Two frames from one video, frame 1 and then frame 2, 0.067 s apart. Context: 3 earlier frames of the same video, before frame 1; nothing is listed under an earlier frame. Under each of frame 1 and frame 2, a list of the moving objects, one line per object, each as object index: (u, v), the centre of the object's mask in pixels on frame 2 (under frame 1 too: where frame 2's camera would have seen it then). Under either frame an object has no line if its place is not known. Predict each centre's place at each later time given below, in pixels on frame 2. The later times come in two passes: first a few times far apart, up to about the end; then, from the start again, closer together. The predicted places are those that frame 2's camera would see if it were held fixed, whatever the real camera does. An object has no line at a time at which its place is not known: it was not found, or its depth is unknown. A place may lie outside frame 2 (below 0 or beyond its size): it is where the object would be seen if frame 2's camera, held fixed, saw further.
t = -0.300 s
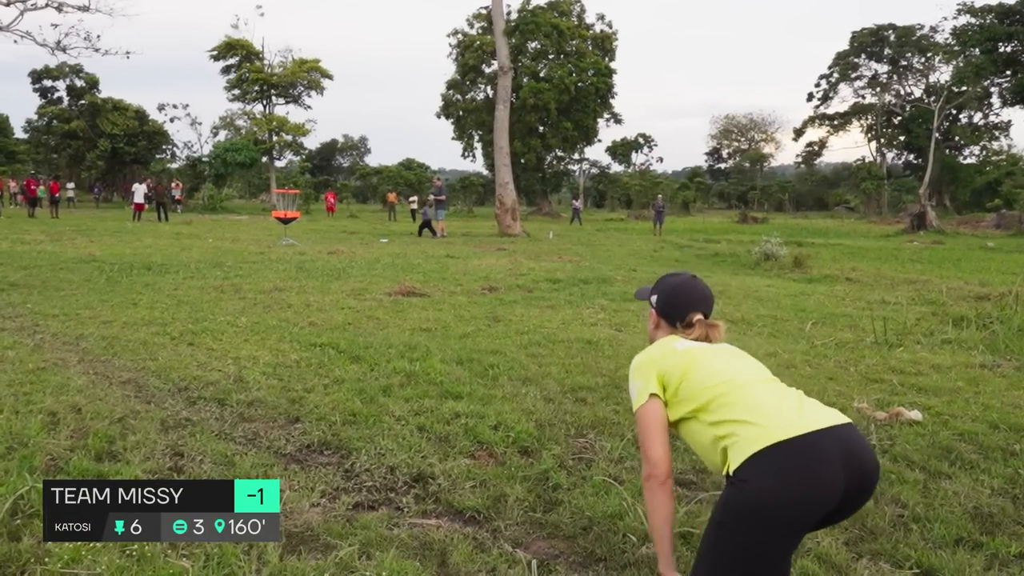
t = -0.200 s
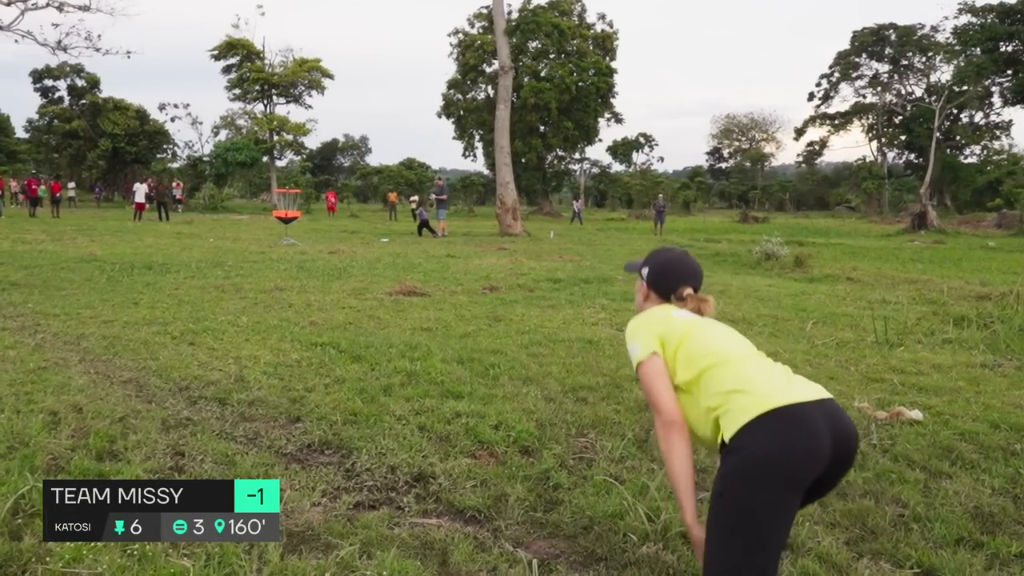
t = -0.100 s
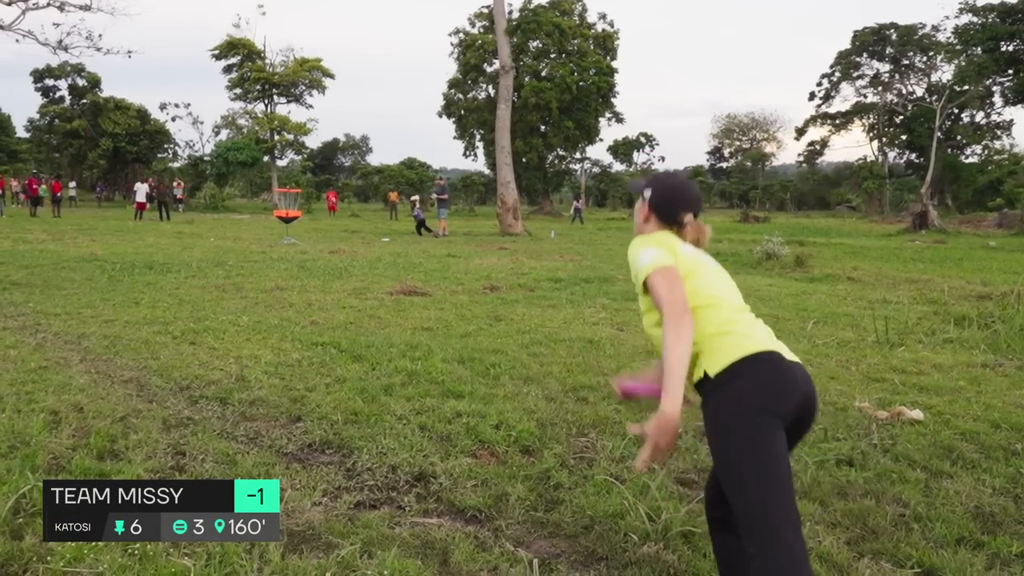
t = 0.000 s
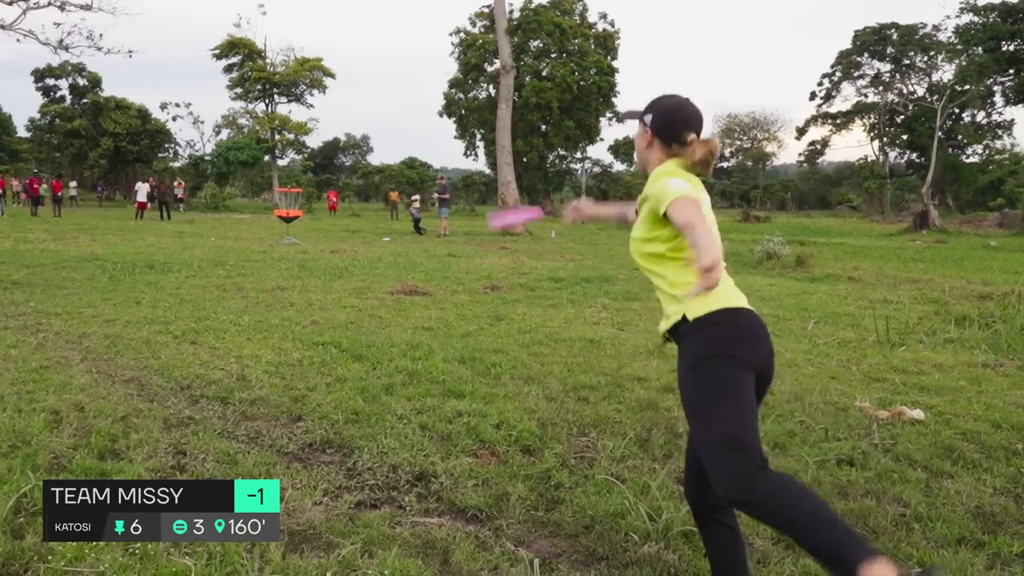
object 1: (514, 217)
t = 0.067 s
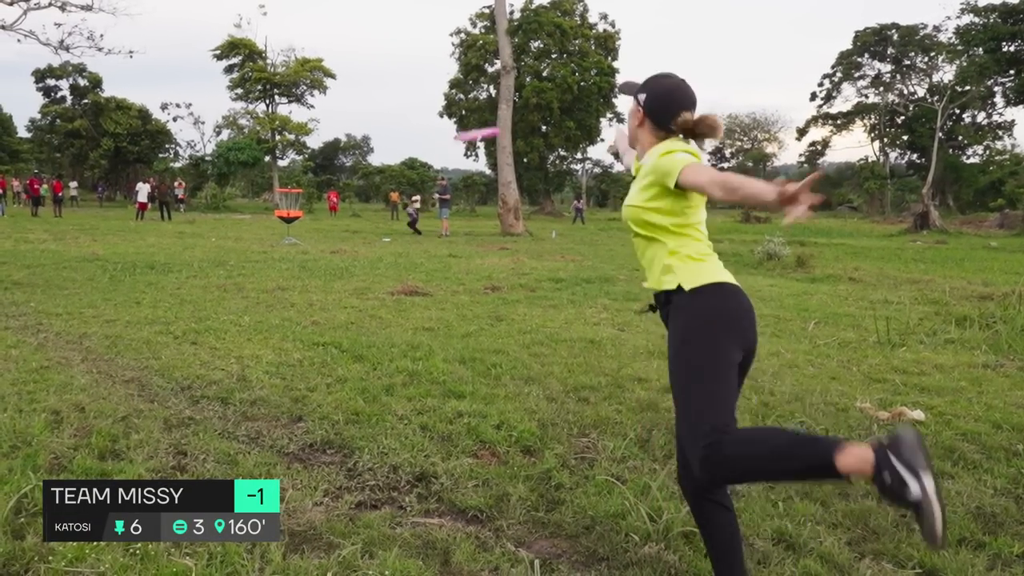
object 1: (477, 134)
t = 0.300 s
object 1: (403, 39)
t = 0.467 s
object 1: (379, 36)
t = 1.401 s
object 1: (337, 140)
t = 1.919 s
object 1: (315, 199)
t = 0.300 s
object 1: (403, 39)
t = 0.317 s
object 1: (400, 37)
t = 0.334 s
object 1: (397, 36)
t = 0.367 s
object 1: (392, 35)
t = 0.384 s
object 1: (389, 35)
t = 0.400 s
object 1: (387, 35)
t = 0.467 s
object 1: (379, 36)
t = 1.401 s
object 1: (337, 140)
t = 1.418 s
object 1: (337, 142)
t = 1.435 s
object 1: (338, 143)
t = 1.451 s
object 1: (337, 146)
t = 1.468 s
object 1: (336, 149)
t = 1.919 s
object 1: (315, 199)
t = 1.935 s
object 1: (314, 201)
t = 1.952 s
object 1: (312, 203)
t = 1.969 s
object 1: (311, 205)
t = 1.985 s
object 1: (310, 208)
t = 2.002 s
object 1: (309, 209)
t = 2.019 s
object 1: (308, 211)
